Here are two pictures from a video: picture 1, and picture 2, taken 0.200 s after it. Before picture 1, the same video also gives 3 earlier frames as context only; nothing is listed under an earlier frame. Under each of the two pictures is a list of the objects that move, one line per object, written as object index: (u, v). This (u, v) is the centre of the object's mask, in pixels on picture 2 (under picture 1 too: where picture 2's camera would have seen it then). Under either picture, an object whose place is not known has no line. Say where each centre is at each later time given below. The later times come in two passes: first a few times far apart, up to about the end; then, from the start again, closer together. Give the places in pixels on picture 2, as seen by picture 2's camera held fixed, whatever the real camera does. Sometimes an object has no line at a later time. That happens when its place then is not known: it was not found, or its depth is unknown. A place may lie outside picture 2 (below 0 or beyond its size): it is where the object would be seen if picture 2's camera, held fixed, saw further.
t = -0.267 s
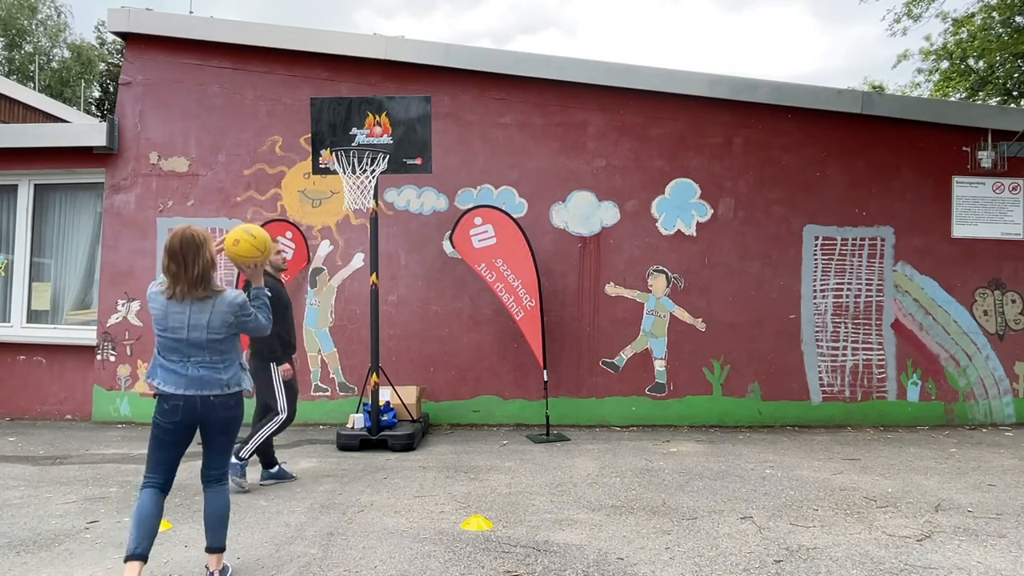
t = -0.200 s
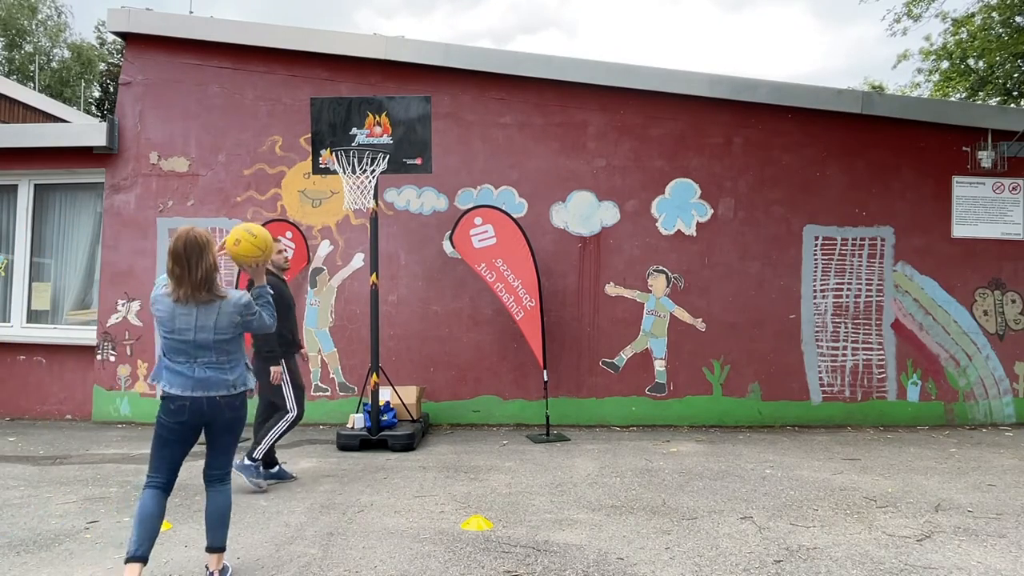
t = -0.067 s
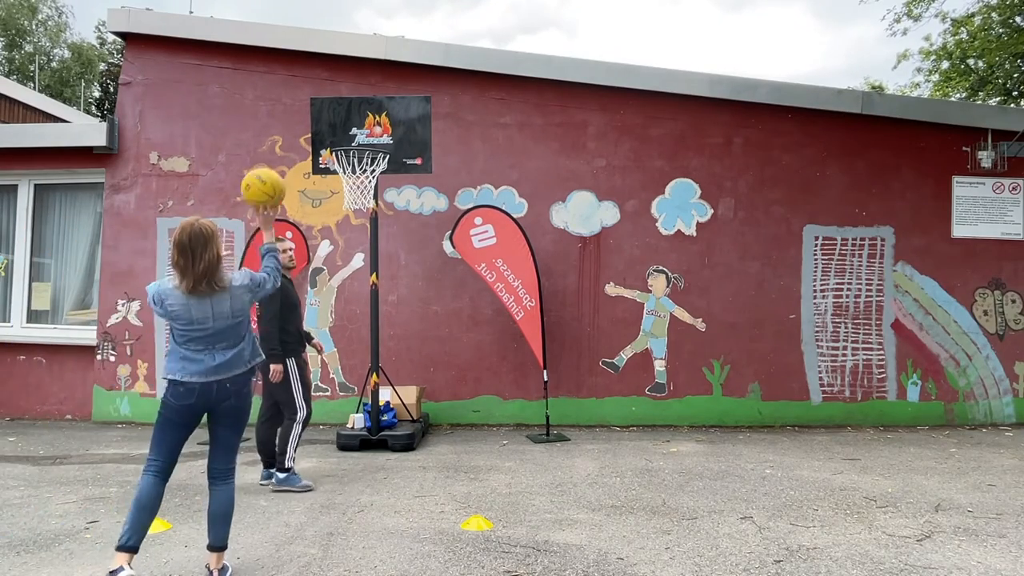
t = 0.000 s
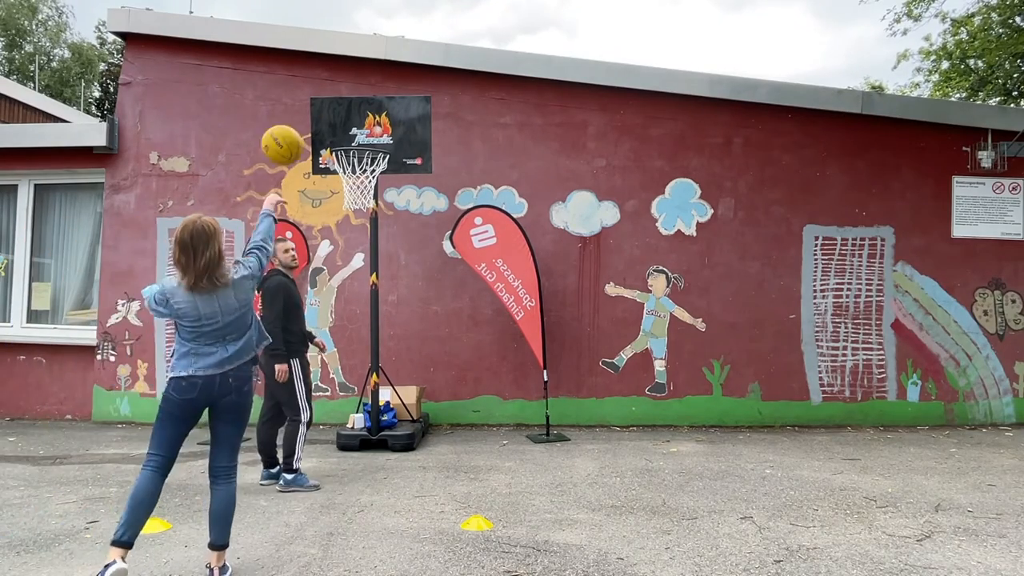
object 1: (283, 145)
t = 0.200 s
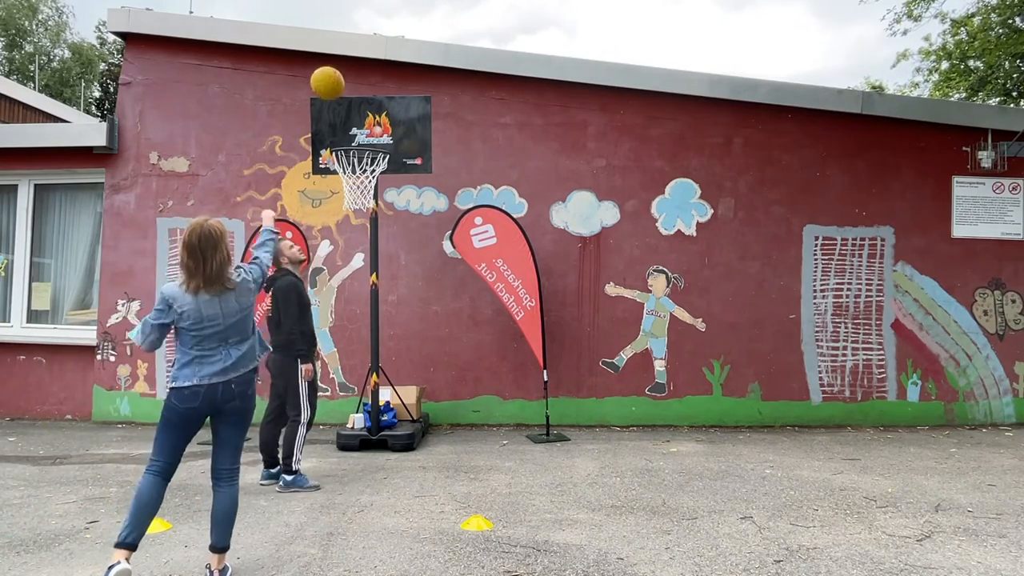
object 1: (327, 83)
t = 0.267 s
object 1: (338, 80)
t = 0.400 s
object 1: (356, 89)
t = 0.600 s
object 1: (374, 136)
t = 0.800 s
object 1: (356, 128)
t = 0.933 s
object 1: (338, 137)
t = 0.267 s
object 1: (338, 80)
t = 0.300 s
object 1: (343, 80)
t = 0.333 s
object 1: (348, 81)
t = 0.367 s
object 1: (352, 84)
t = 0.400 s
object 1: (356, 89)
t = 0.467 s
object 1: (363, 101)
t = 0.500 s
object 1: (366, 108)
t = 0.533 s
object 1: (369, 117)
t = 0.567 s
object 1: (371, 126)
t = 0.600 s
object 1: (374, 136)
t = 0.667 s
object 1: (370, 138)
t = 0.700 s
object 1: (367, 135)
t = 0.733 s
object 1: (363, 132)
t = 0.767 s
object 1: (359, 130)
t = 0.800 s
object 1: (356, 128)
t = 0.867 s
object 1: (348, 130)
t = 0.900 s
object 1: (343, 132)
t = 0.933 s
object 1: (338, 137)
